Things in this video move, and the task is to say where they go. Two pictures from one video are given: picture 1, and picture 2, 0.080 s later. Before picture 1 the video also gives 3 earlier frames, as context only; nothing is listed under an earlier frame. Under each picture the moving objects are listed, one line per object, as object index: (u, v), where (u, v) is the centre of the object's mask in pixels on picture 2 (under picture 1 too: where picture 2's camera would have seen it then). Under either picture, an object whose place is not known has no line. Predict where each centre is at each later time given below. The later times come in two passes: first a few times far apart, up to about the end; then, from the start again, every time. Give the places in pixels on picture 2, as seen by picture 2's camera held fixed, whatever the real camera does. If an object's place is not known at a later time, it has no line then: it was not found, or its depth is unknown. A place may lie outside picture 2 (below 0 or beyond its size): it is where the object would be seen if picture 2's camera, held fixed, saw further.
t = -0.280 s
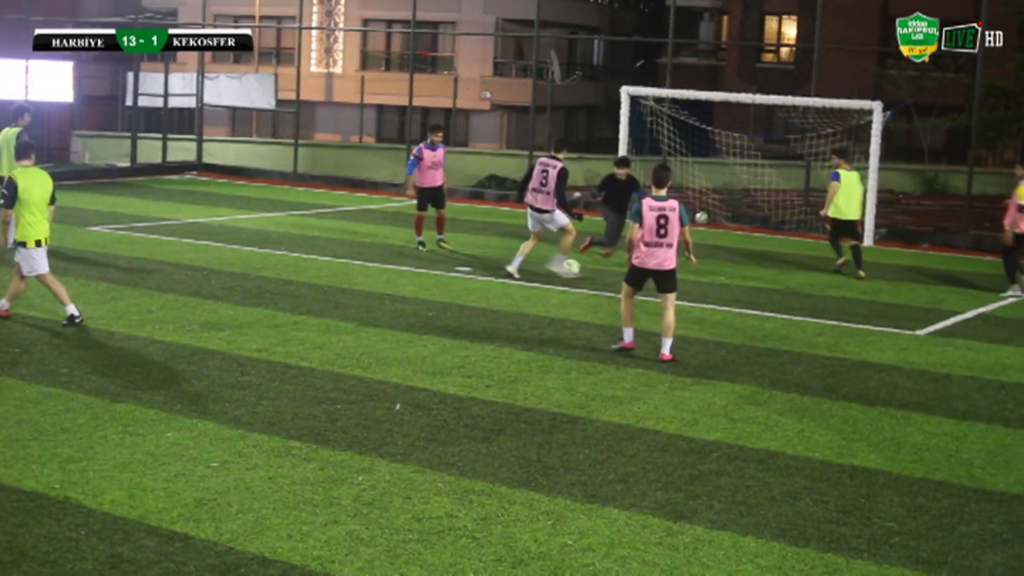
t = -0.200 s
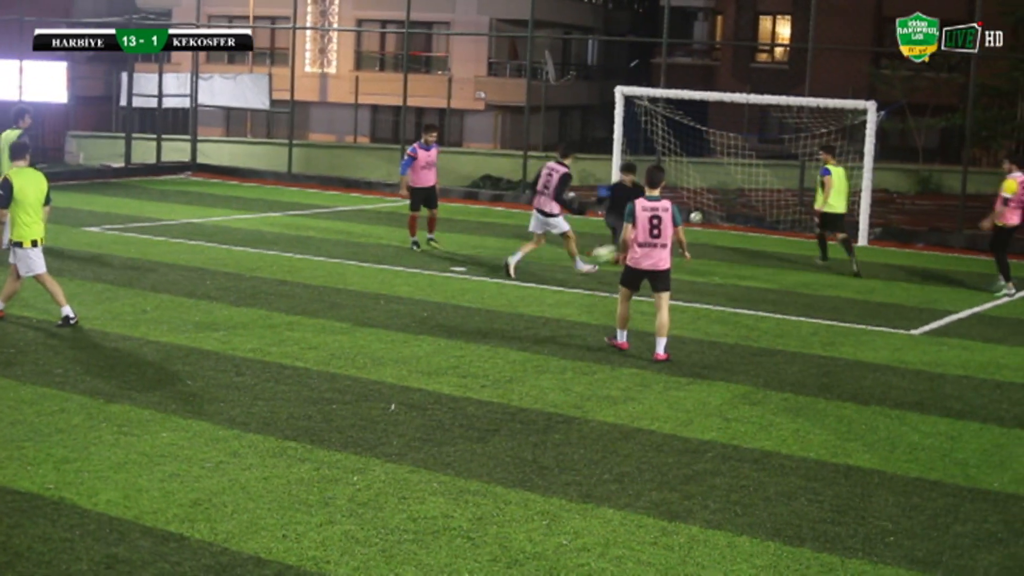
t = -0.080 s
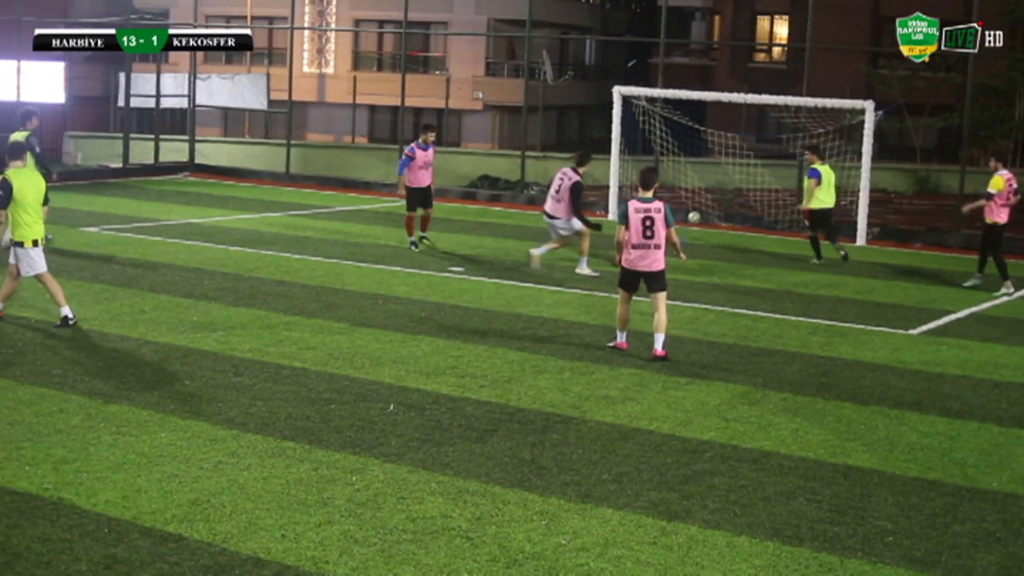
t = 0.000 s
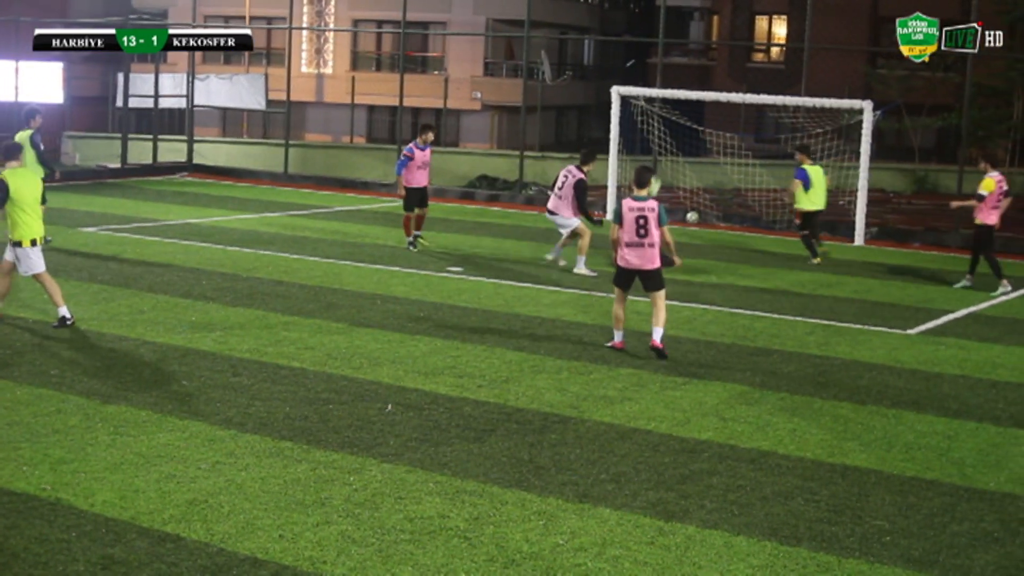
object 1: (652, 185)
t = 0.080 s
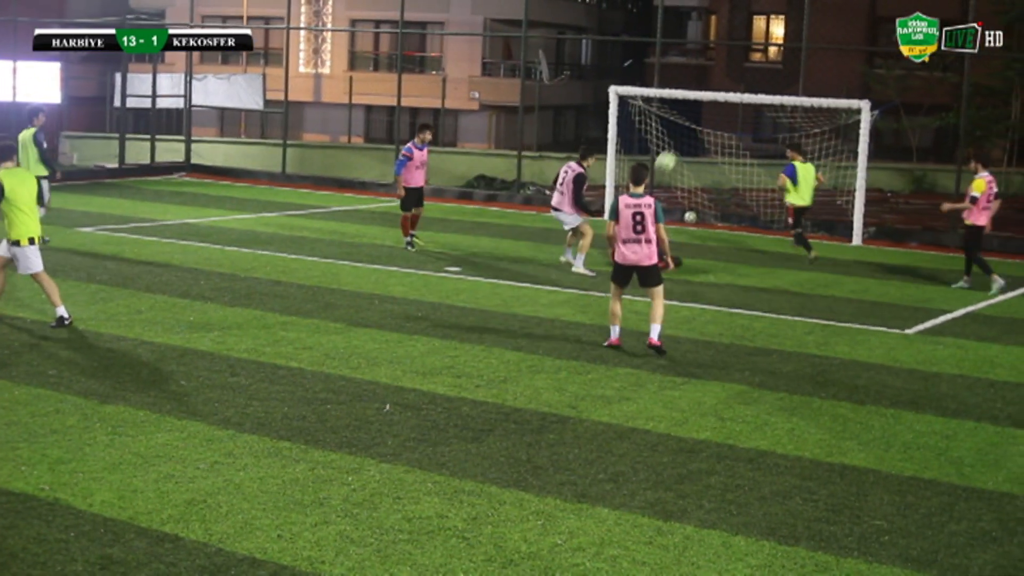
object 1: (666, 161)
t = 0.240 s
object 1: (701, 120)
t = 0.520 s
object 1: (774, 90)
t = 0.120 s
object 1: (674, 150)
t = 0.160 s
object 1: (684, 140)
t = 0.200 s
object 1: (692, 130)
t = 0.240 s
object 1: (701, 120)
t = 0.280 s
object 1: (709, 113)
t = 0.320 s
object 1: (718, 106)
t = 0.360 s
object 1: (729, 100)
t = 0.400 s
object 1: (741, 95)
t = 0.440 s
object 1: (752, 92)
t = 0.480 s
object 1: (763, 90)
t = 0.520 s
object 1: (774, 90)
